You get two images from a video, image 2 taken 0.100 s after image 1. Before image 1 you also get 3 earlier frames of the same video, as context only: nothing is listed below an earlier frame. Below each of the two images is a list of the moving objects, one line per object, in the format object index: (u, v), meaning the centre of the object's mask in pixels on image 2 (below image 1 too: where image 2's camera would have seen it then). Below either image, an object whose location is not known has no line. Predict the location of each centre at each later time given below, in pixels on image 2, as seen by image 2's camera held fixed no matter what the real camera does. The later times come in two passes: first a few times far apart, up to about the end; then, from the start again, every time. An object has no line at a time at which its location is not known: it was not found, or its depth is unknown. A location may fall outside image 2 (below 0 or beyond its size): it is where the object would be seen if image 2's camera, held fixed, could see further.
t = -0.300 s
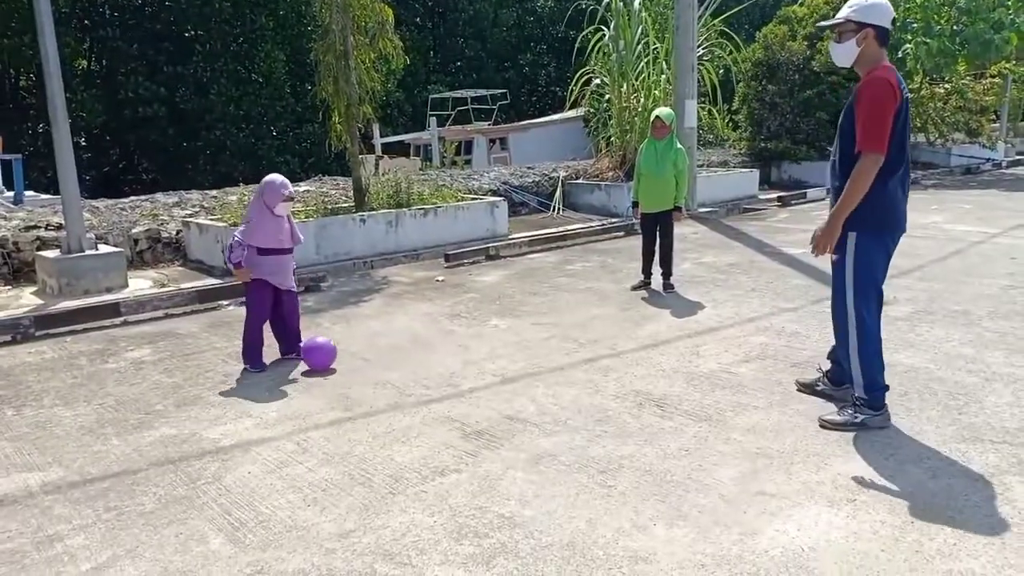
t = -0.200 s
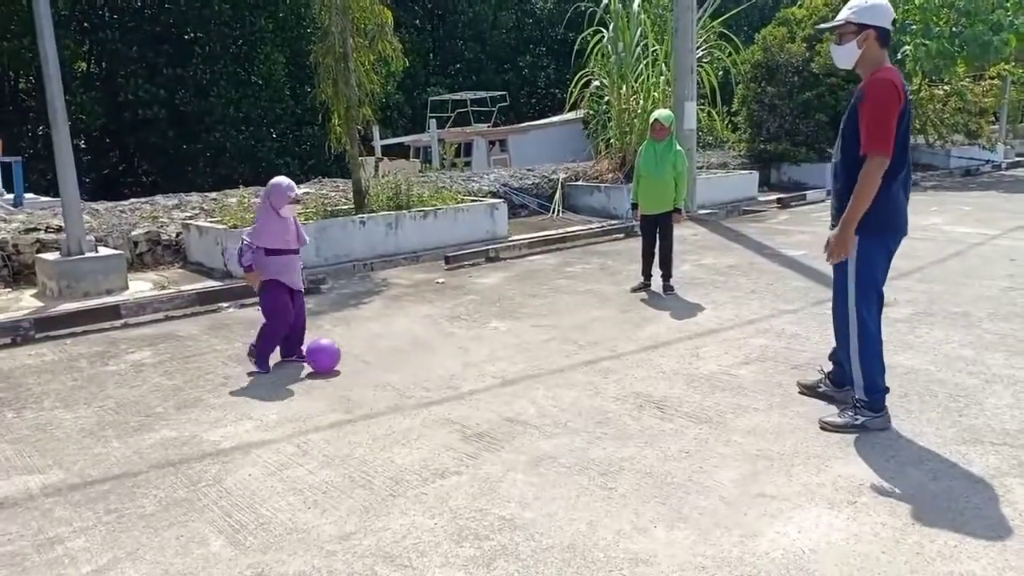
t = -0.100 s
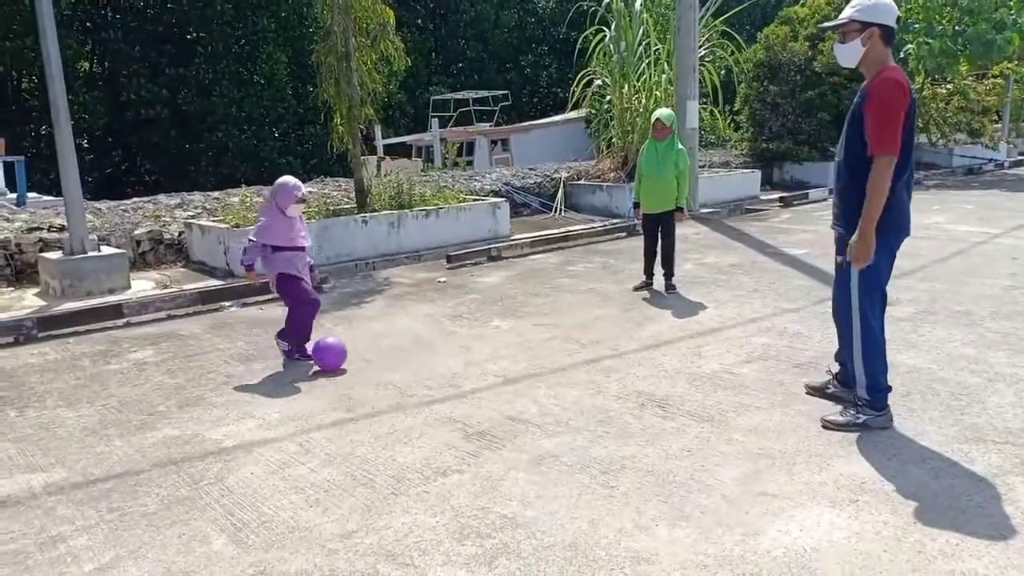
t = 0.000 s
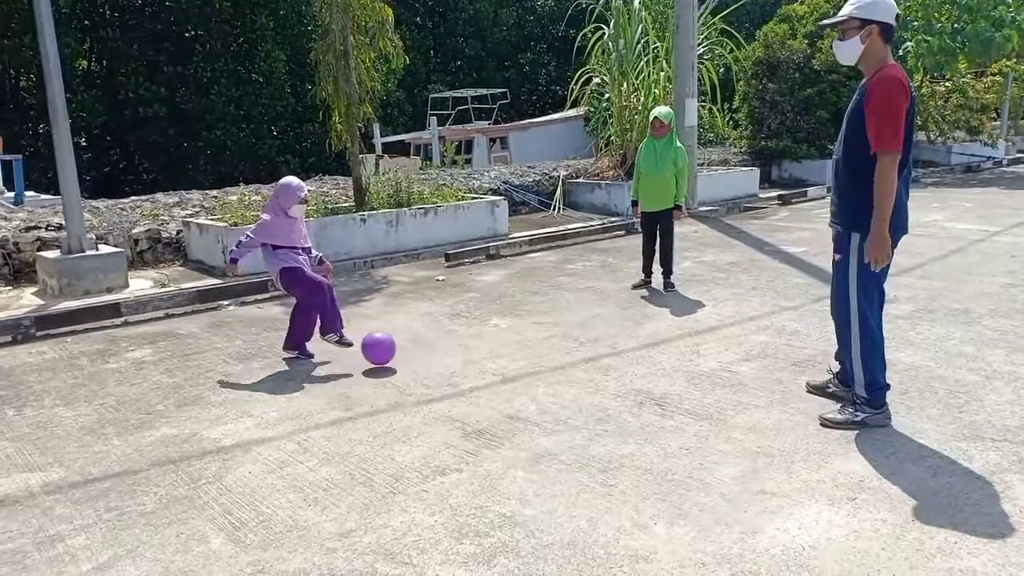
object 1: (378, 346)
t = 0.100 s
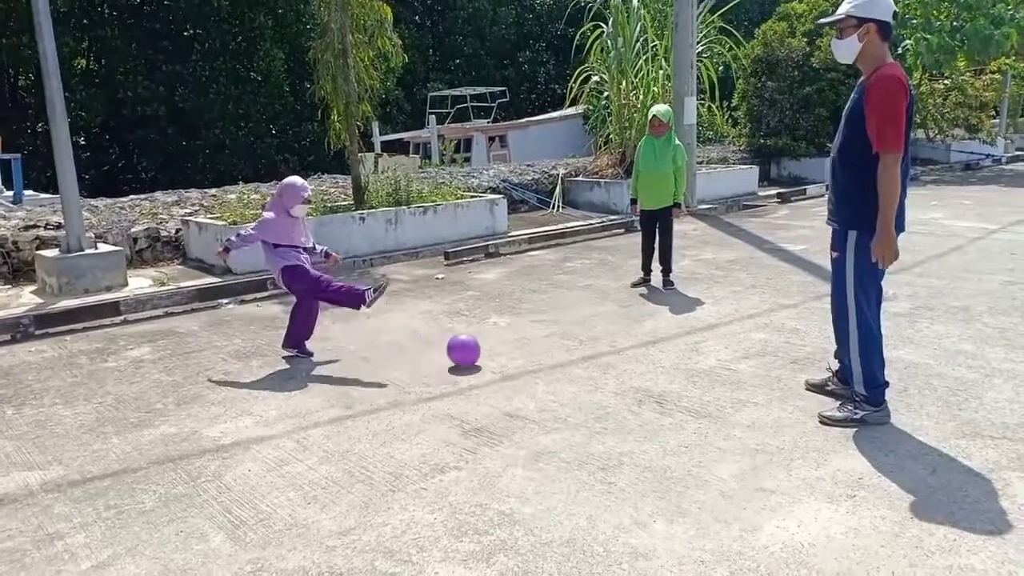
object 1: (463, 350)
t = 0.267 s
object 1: (573, 339)
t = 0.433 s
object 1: (659, 337)
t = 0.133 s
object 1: (486, 344)
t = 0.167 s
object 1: (508, 340)
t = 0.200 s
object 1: (530, 338)
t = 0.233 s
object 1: (551, 338)
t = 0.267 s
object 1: (573, 339)
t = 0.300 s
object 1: (594, 343)
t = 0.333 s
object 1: (615, 348)
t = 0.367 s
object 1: (630, 343)
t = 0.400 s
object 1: (645, 339)
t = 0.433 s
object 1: (659, 337)
